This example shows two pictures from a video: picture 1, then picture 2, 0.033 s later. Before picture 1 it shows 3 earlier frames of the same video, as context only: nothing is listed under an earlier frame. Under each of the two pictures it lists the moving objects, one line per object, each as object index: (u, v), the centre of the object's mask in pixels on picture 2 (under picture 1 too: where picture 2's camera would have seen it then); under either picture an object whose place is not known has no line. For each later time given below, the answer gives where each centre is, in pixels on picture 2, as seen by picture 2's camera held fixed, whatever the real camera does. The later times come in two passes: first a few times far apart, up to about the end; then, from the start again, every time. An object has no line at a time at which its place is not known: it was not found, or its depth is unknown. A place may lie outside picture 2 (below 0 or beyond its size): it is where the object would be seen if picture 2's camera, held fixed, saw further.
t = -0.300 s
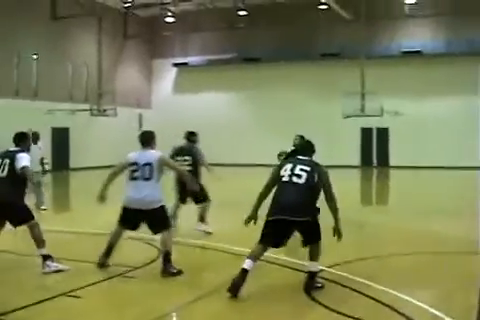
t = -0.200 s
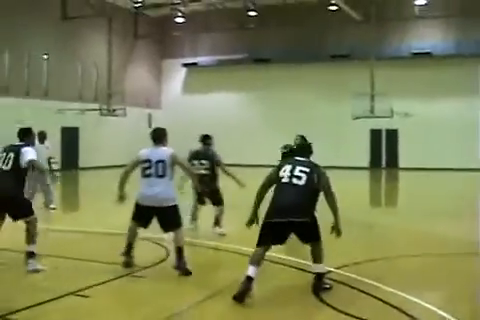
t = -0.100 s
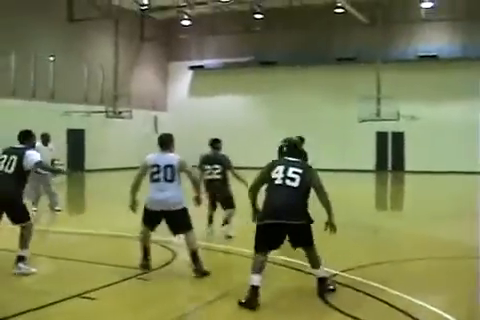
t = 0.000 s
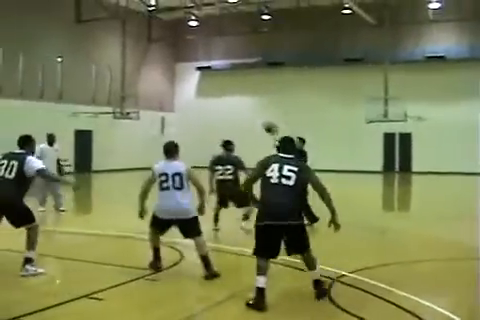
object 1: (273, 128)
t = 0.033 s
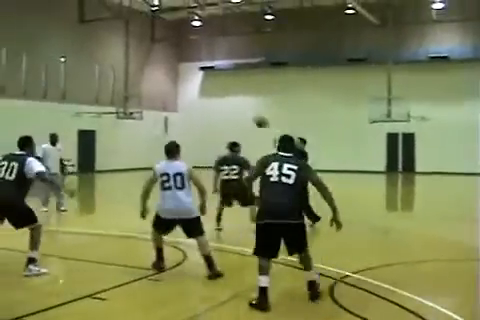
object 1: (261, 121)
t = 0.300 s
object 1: (170, 98)
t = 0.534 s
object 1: (100, 106)
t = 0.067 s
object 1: (248, 117)
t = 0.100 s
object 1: (236, 113)
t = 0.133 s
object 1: (224, 109)
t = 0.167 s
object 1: (213, 106)
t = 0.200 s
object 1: (202, 102)
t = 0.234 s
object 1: (192, 101)
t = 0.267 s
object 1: (180, 100)
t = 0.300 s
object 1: (170, 98)
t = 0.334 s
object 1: (159, 98)
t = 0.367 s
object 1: (149, 98)
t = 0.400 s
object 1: (139, 99)
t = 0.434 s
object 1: (129, 100)
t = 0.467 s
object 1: (119, 102)
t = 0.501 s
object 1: (110, 103)
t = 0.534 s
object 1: (100, 106)
